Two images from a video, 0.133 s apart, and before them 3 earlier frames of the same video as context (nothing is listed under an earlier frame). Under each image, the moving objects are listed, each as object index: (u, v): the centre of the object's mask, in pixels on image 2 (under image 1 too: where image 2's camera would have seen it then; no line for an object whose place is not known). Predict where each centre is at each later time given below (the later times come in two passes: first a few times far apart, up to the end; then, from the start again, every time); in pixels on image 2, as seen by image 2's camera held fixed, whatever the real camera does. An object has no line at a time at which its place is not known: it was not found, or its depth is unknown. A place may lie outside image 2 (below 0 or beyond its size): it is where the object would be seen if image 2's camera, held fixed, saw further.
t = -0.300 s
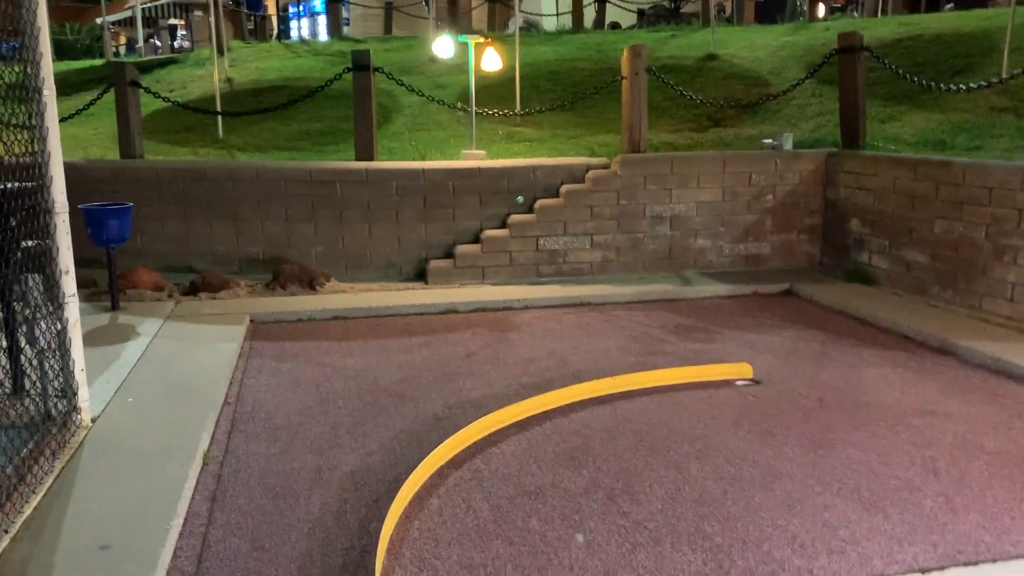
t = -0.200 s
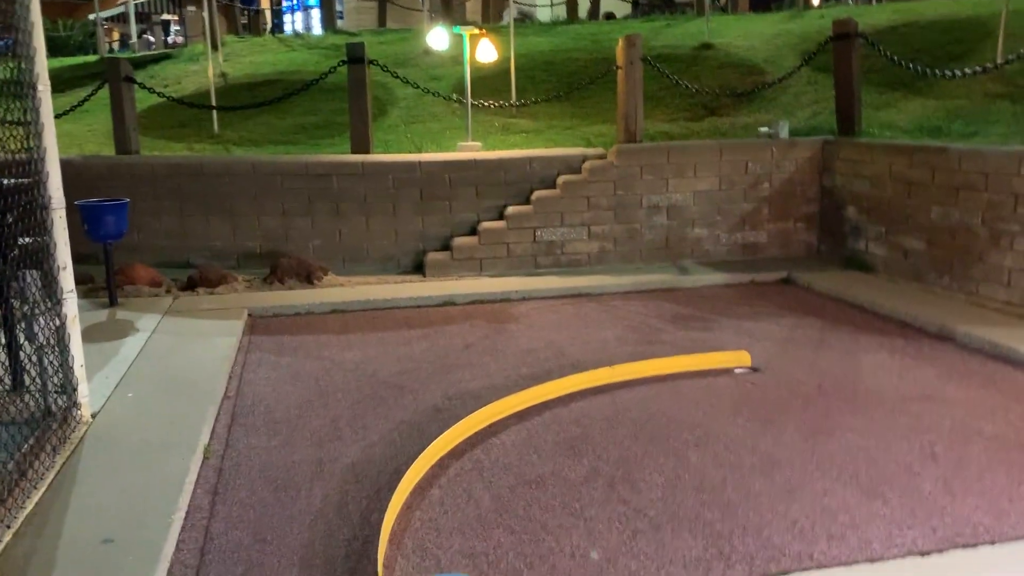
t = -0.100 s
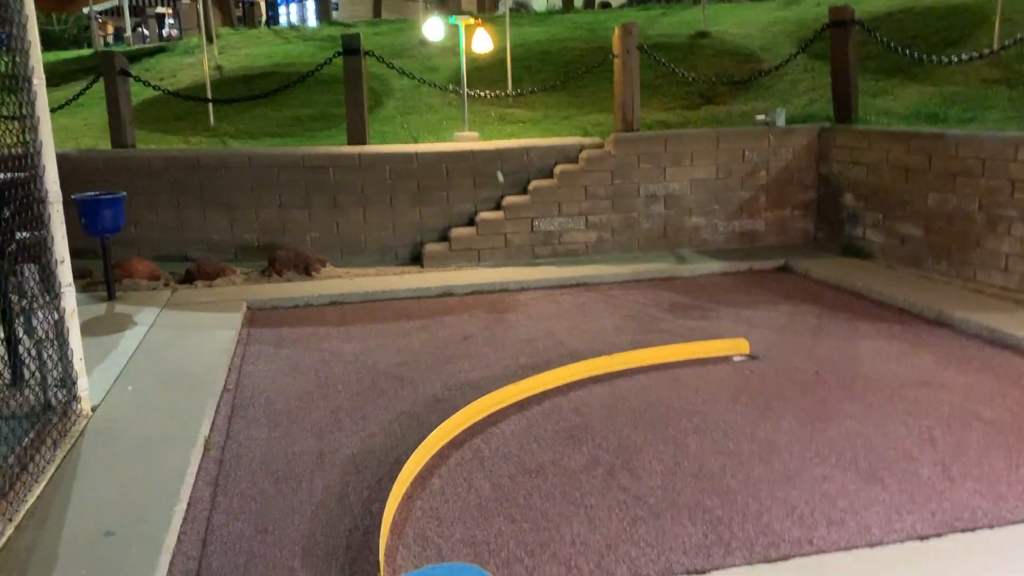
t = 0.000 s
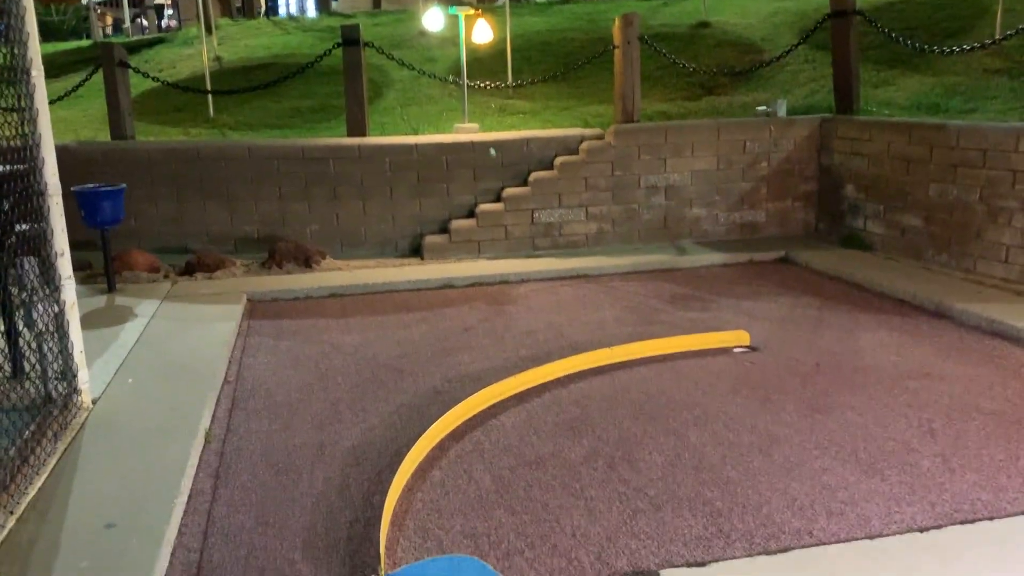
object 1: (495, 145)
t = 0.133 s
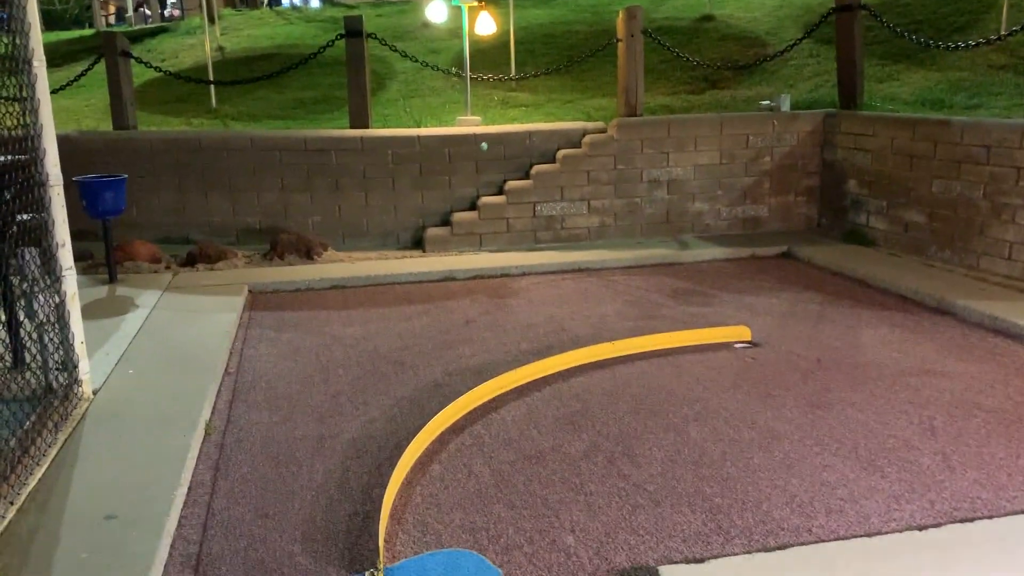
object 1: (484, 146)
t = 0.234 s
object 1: (475, 167)
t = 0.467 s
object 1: (455, 295)
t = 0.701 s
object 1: (424, 282)
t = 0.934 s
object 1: (392, 325)
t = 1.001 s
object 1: (381, 363)
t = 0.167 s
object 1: (481, 151)
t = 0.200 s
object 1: (478, 158)
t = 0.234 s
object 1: (475, 167)
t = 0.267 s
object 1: (473, 178)
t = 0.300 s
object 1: (469, 192)
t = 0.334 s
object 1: (467, 206)
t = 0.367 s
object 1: (463, 227)
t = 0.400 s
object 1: (461, 245)
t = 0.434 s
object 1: (458, 273)
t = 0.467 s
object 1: (455, 295)
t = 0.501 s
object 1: (452, 324)
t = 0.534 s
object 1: (448, 320)
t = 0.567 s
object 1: (443, 309)
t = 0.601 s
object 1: (439, 299)
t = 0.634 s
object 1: (434, 291)
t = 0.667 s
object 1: (430, 284)
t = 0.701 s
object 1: (424, 282)
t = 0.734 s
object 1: (420, 281)
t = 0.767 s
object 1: (415, 281)
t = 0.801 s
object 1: (411, 285)
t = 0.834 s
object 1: (406, 291)
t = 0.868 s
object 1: (402, 299)
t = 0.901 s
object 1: (397, 311)
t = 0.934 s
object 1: (392, 325)
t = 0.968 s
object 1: (387, 342)
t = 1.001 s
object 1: (381, 363)
